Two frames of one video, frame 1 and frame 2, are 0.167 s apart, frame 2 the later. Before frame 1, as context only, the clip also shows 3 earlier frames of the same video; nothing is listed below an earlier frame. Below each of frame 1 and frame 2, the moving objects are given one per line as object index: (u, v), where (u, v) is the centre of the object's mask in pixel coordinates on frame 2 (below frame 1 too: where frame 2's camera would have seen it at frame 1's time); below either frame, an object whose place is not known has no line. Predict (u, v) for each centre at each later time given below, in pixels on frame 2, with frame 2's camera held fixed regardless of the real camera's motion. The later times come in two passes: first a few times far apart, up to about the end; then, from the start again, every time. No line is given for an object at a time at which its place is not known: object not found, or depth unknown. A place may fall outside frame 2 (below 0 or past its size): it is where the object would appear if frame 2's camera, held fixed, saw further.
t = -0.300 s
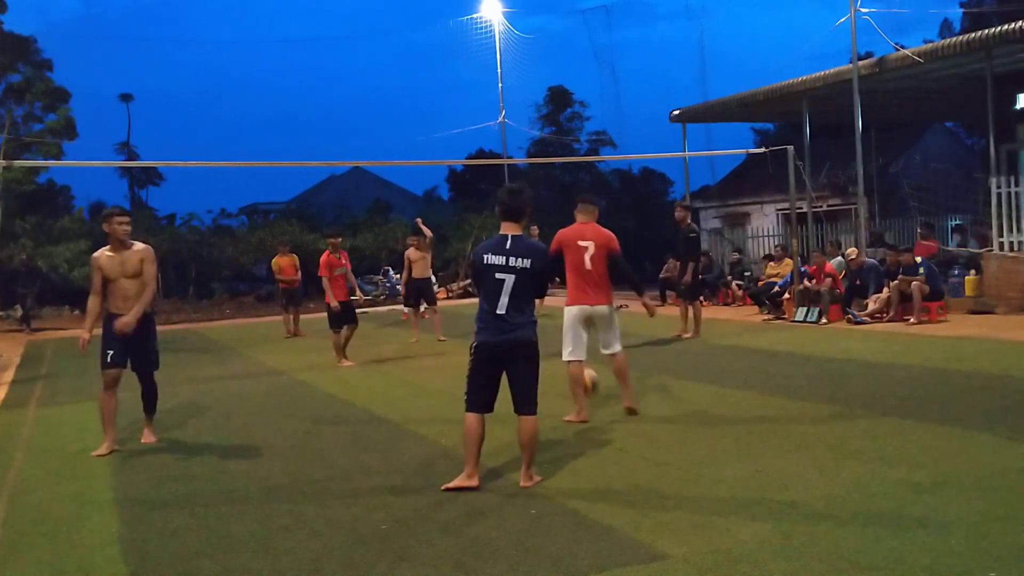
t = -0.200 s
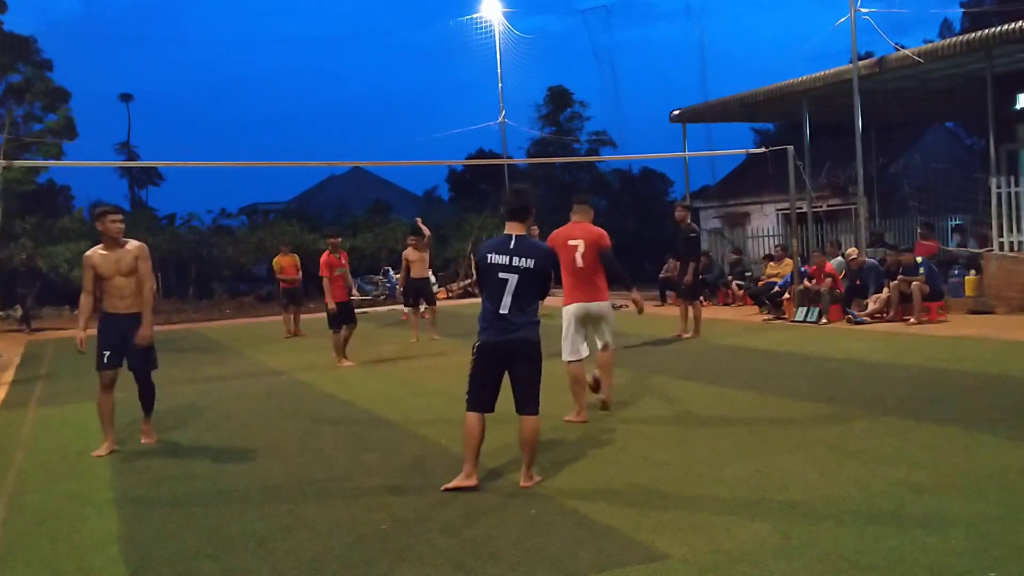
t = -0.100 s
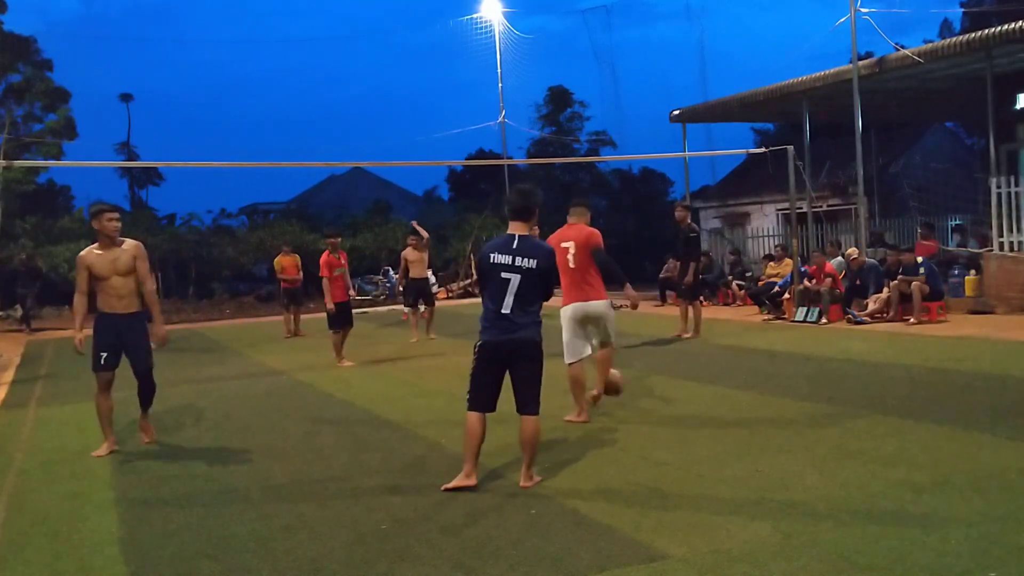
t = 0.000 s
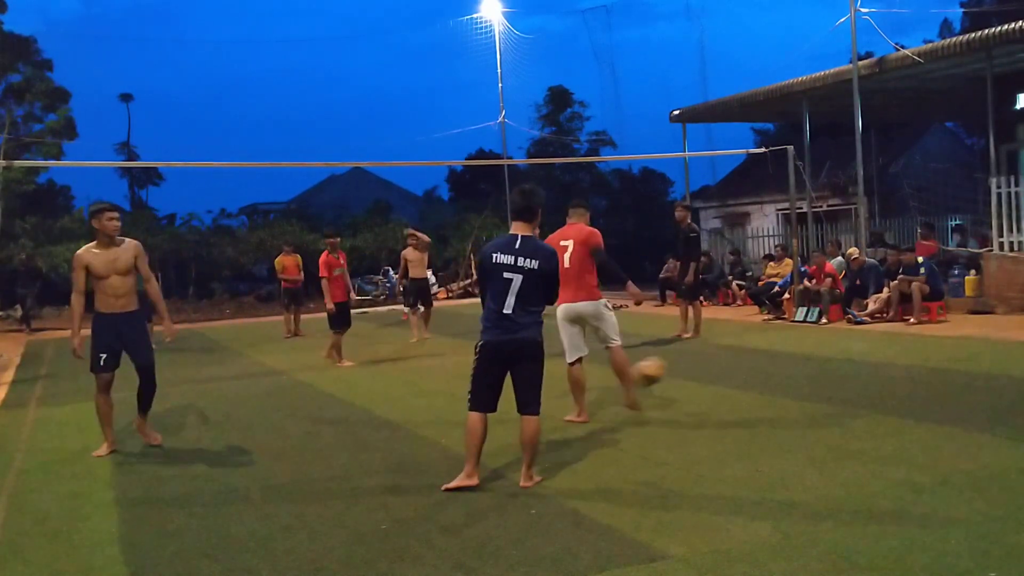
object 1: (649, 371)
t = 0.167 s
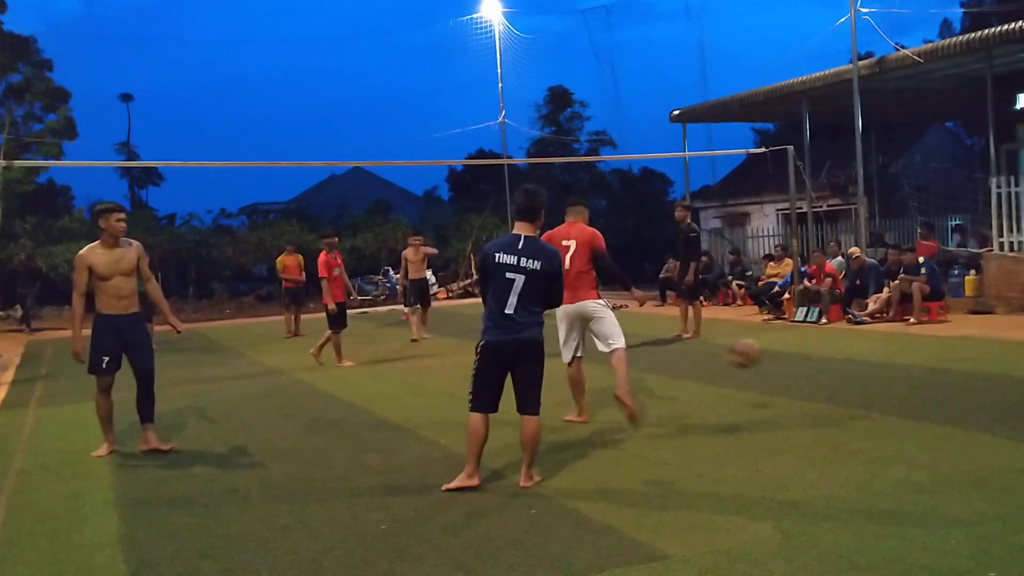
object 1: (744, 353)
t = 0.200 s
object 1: (765, 353)
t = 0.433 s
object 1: (914, 404)
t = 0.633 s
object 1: (1008, 376)
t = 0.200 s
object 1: (765, 353)
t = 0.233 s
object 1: (787, 355)
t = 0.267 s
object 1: (804, 360)
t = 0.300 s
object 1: (824, 365)
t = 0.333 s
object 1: (847, 374)
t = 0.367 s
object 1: (868, 382)
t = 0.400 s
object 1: (891, 392)
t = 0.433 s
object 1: (914, 404)
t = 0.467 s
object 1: (928, 398)
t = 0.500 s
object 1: (945, 390)
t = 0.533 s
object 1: (961, 386)
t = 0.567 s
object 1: (975, 382)
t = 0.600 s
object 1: (993, 378)
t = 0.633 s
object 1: (1008, 376)
